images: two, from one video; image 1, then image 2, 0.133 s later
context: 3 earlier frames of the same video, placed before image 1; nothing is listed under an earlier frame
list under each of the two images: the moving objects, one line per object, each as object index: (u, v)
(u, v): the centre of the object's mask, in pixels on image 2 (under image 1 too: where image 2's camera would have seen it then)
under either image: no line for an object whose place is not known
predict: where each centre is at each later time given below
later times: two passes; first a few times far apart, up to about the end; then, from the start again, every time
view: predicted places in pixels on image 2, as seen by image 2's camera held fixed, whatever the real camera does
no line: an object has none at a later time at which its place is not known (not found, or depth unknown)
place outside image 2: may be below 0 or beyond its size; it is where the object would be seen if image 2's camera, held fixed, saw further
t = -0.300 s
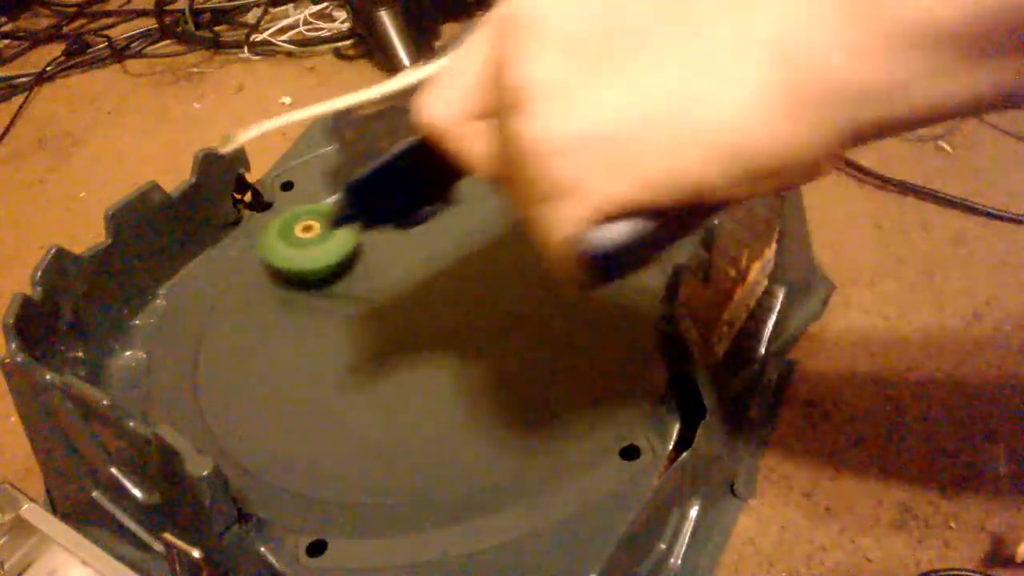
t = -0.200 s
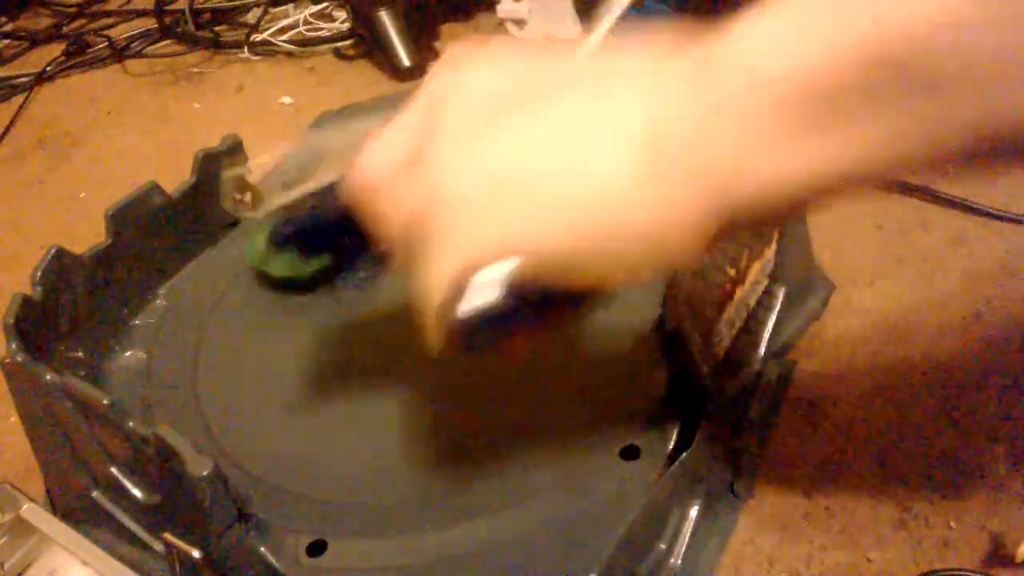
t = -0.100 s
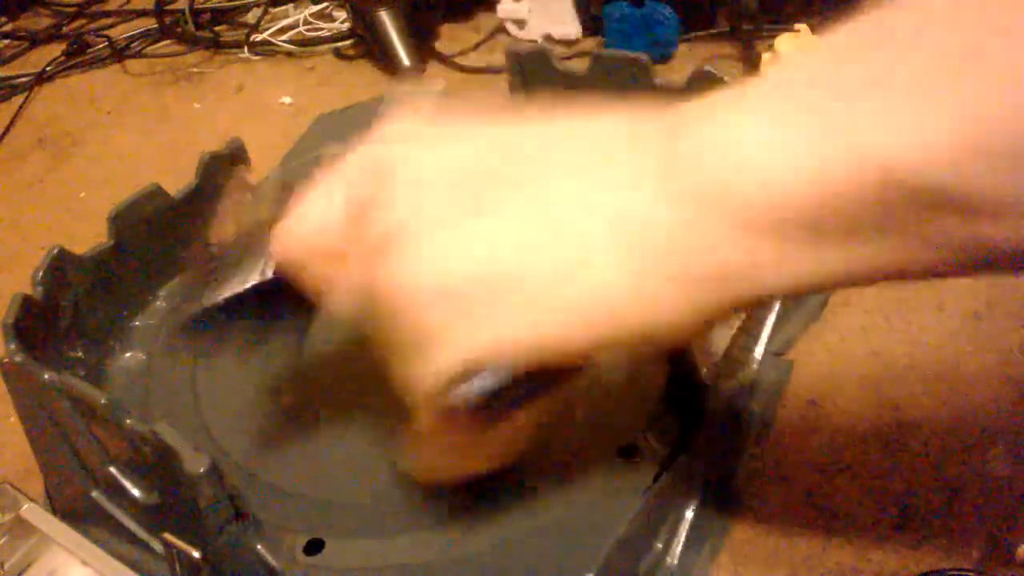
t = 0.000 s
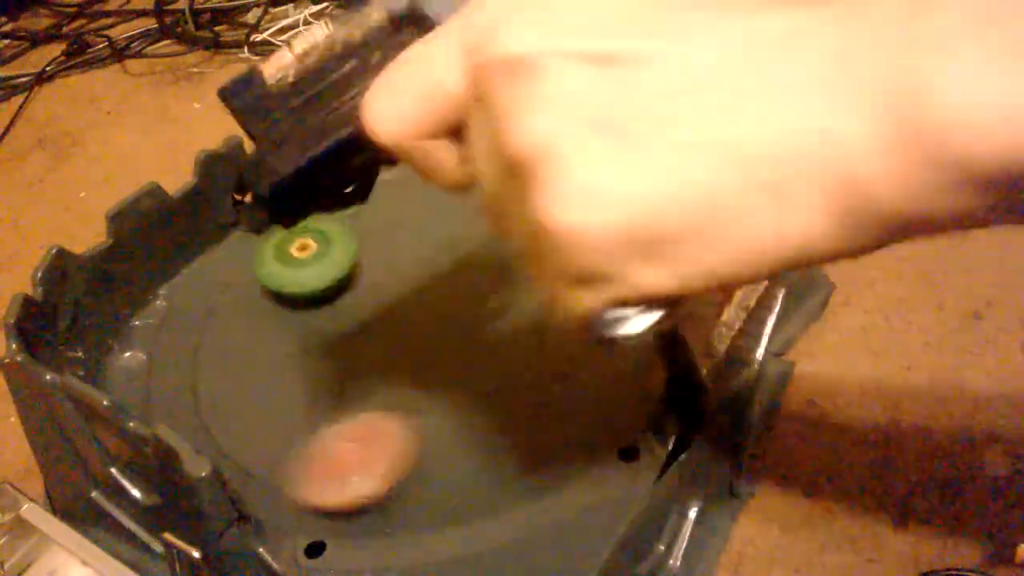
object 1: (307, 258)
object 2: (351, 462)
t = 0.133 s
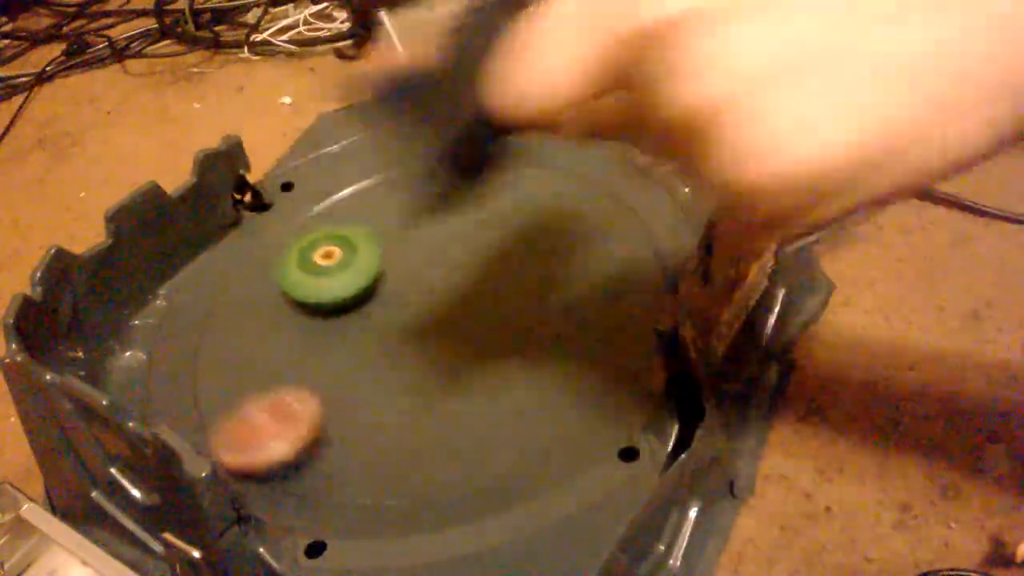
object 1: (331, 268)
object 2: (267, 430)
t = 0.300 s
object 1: (378, 268)
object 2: (242, 375)
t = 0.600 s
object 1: (446, 247)
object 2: (262, 309)
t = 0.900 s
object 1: (461, 235)
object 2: (313, 257)
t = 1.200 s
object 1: (443, 261)
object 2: (319, 220)
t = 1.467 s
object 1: (429, 297)
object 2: (324, 188)
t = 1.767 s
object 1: (450, 314)
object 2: (375, 196)
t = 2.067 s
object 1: (452, 294)
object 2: (438, 202)
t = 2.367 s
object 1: (379, 318)
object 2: (506, 201)
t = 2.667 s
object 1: (348, 309)
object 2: (530, 242)
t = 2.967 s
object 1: (324, 289)
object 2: (512, 308)
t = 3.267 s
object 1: (315, 266)
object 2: (457, 367)
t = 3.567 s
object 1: (331, 254)
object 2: (373, 391)
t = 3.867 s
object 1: (375, 249)
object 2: (307, 363)
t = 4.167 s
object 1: (428, 253)
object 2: (304, 294)
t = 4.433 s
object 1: (461, 258)
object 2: (321, 237)
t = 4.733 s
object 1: (472, 271)
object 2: (349, 194)
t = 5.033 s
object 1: (444, 294)
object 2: (383, 195)
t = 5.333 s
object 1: (425, 316)
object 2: (429, 227)
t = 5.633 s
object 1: (401, 337)
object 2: (460, 261)
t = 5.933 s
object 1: (362, 339)
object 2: (468, 299)
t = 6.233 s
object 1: (335, 301)
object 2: (446, 327)
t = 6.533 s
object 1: (329, 257)
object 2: (404, 331)
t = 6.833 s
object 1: (342, 223)
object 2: (379, 292)
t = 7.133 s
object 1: (357, 205)
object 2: (361, 275)
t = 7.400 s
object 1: (386, 209)
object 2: (356, 302)
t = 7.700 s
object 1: (431, 220)
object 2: (365, 351)
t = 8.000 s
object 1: (445, 273)
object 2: (381, 355)
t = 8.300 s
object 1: (477, 259)
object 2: (300, 406)
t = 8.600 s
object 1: (405, 295)
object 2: (296, 381)
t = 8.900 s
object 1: (398, 270)
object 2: (317, 331)
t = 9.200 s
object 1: (431, 223)
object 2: (358, 294)
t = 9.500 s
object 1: (510, 179)
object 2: (310, 332)
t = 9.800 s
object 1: (506, 221)
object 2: (311, 345)
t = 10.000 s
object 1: (469, 262)
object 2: (335, 329)
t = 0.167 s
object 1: (340, 269)
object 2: (257, 419)
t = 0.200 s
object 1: (348, 270)
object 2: (251, 407)
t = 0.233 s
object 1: (358, 270)
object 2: (246, 397)
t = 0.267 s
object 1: (368, 269)
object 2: (244, 385)
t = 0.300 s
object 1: (378, 268)
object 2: (242, 375)
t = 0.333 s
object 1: (387, 267)
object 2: (242, 366)
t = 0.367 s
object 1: (396, 265)
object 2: (241, 357)
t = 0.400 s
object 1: (405, 263)
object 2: (242, 349)
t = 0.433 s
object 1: (413, 261)
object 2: (243, 342)
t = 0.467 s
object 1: (422, 258)
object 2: (245, 334)
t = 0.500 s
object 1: (429, 255)
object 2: (248, 328)
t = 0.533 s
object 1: (435, 253)
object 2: (252, 322)
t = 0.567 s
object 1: (441, 250)
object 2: (256, 315)
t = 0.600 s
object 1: (446, 247)
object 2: (262, 309)
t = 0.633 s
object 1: (450, 244)
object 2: (268, 303)
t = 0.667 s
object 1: (453, 242)
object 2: (273, 297)
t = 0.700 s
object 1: (456, 240)
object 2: (280, 291)
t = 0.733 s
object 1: (459, 238)
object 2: (286, 285)
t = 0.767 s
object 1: (461, 236)
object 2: (292, 280)
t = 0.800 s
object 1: (461, 235)
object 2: (297, 274)
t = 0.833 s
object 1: (461, 235)
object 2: (303, 268)
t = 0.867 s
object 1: (462, 234)
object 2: (308, 263)
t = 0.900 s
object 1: (461, 235)
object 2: (313, 257)
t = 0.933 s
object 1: (460, 236)
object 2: (315, 252)
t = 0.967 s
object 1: (458, 237)
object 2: (318, 248)
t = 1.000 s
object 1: (456, 239)
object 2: (321, 244)
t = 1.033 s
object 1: (454, 241)
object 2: (322, 240)
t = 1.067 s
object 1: (452, 245)
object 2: (323, 236)
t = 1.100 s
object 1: (450, 249)
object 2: (323, 232)
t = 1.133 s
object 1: (448, 253)
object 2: (322, 228)
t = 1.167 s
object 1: (445, 257)
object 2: (321, 224)
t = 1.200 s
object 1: (443, 261)
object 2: (319, 220)
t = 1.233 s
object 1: (440, 265)
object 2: (318, 215)
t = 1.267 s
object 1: (438, 270)
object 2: (316, 210)
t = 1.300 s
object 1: (437, 274)
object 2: (315, 205)
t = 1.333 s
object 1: (435, 279)
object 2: (315, 198)
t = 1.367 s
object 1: (434, 283)
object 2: (315, 192)
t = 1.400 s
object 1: (432, 288)
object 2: (316, 187)
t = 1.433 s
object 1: (430, 292)
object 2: (319, 185)
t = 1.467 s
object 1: (429, 297)
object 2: (324, 188)
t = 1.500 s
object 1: (427, 301)
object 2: (328, 190)
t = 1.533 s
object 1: (427, 304)
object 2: (333, 193)
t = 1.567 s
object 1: (429, 307)
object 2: (338, 195)
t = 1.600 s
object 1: (432, 308)
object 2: (344, 197)
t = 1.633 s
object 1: (436, 308)
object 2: (349, 197)
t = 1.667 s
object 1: (441, 310)
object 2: (355, 198)
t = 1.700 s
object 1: (444, 311)
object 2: (362, 197)
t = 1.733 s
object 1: (447, 313)
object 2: (369, 197)
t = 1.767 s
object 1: (450, 314)
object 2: (375, 196)
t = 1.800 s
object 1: (453, 314)
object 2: (383, 196)
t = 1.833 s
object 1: (455, 314)
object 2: (390, 195)
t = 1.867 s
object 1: (457, 313)
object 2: (397, 195)
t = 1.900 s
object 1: (458, 312)
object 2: (403, 195)
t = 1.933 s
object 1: (458, 309)
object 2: (411, 196)
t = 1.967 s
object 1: (458, 306)
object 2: (417, 197)
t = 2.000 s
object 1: (458, 302)
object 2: (424, 198)
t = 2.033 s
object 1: (457, 298)
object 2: (431, 200)
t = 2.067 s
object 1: (452, 294)
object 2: (438, 202)
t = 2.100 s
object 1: (444, 290)
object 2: (444, 205)
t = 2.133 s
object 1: (436, 288)
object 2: (451, 207)
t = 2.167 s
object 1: (423, 293)
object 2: (460, 205)
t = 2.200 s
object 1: (407, 301)
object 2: (470, 199)
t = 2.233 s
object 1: (395, 308)
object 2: (480, 197)
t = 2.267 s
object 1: (388, 313)
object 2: (489, 196)
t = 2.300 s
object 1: (382, 316)
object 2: (495, 197)
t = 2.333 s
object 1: (380, 318)
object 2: (501, 199)
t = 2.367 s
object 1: (379, 318)
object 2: (506, 201)
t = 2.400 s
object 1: (377, 317)
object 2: (511, 204)
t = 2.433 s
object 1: (374, 316)
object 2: (516, 207)
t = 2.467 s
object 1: (371, 316)
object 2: (520, 211)
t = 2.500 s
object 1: (367, 315)
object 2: (523, 215)
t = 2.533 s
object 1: (364, 314)
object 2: (526, 219)
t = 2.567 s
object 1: (360, 312)
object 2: (528, 224)
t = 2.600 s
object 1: (356, 311)
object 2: (529, 229)
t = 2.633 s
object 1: (352, 310)
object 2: (529, 236)
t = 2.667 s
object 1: (348, 309)
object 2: (530, 242)
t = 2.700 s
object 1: (344, 308)
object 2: (530, 248)
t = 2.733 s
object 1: (341, 306)
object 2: (529, 255)
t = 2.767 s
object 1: (338, 304)
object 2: (528, 262)
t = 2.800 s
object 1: (336, 302)
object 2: (527, 269)
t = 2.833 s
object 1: (333, 300)
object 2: (525, 277)
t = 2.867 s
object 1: (331, 297)
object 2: (522, 284)
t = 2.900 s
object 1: (328, 295)
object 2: (520, 292)
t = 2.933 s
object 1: (326, 292)
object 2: (516, 300)
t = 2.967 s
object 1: (324, 289)
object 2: (512, 308)
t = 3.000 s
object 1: (323, 286)
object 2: (507, 315)
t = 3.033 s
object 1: (321, 283)
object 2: (503, 323)
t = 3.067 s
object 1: (319, 281)
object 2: (496, 329)
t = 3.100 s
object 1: (318, 278)
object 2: (491, 337)
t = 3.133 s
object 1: (317, 275)
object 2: (485, 344)
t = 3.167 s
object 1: (316, 273)
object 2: (478, 350)
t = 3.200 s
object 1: (316, 270)
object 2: (472, 356)
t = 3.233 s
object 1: (315, 268)
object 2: (465, 361)
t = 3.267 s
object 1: (315, 266)
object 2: (457, 367)
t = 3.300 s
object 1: (315, 264)
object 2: (448, 372)
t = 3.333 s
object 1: (316, 262)
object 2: (439, 376)
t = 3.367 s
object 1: (316, 261)
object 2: (431, 380)
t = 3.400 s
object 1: (317, 260)
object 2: (421, 383)
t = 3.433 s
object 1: (320, 258)
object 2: (412, 386)
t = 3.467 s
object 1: (322, 257)
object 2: (402, 388)
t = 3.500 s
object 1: (324, 256)
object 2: (392, 389)
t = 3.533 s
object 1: (327, 255)
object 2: (383, 390)
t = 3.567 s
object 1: (331, 254)
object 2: (373, 391)
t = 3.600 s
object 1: (336, 254)
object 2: (365, 390)
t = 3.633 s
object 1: (340, 253)
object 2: (355, 390)
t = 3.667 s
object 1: (345, 252)
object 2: (346, 389)
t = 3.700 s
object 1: (350, 252)
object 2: (338, 386)
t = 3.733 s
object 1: (356, 252)
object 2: (330, 383)
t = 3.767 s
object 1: (361, 251)
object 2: (324, 380)
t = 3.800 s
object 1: (366, 250)
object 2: (316, 375)
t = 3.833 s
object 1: (371, 250)
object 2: (311, 370)
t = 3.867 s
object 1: (375, 249)
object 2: (307, 363)
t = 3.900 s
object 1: (380, 250)
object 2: (303, 357)
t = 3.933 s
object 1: (387, 250)
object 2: (301, 350)
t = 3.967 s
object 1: (393, 250)
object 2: (300, 342)
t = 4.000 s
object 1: (398, 250)
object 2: (299, 333)
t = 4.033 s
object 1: (405, 251)
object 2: (300, 325)
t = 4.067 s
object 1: (410, 251)
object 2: (301, 317)
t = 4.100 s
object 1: (417, 252)
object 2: (302, 309)
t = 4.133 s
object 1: (422, 252)
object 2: (303, 301)
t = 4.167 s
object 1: (428, 253)
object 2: (304, 294)
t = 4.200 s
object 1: (433, 253)
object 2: (306, 286)
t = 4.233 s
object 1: (438, 254)
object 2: (308, 279)
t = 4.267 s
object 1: (442, 254)
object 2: (310, 271)
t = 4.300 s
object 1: (447, 255)
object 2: (312, 264)
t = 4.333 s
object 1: (451, 255)
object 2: (315, 257)
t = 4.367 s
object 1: (455, 255)
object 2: (316, 250)
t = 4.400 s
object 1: (458, 256)
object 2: (318, 243)
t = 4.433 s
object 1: (461, 258)
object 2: (321, 237)
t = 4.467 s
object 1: (463, 259)
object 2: (324, 230)
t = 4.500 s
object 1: (466, 260)
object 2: (327, 224)
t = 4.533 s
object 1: (468, 261)
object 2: (330, 219)
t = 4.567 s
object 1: (469, 262)
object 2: (332, 213)
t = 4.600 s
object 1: (470, 264)
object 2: (335, 209)
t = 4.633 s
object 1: (471, 266)
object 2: (339, 204)
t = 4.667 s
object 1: (473, 266)
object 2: (342, 201)
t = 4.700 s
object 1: (473, 268)
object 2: (345, 197)
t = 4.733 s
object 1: (472, 271)
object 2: (349, 194)
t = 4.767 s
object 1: (472, 273)
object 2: (352, 192)
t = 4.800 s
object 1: (470, 275)
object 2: (356, 190)
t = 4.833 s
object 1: (469, 277)
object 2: (360, 188)
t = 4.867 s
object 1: (465, 279)
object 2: (363, 187)
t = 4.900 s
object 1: (462, 282)
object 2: (367, 188)
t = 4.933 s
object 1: (459, 285)
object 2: (371, 189)
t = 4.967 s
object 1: (455, 289)
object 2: (375, 190)
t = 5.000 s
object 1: (450, 291)
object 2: (378, 192)
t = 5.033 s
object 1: (444, 294)
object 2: (383, 195)
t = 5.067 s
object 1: (438, 297)
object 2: (387, 199)
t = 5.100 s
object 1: (431, 301)
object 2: (392, 203)
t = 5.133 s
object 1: (426, 303)
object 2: (397, 207)
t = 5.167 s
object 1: (426, 303)
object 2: (401, 212)
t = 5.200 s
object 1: (426, 303)
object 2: (406, 218)
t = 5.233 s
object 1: (426, 304)
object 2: (411, 224)
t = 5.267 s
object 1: (427, 305)
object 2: (417, 229)
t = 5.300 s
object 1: (426, 311)
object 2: (423, 229)
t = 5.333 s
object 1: (425, 316)
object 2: (429, 227)
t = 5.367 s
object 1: (423, 320)
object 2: (434, 229)
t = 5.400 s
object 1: (422, 323)
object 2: (438, 232)
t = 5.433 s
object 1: (420, 325)
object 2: (442, 236)
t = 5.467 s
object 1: (418, 327)
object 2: (445, 240)
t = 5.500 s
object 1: (416, 329)
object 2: (448, 244)
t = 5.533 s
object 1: (413, 332)
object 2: (451, 249)
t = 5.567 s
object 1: (410, 333)
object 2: (454, 253)
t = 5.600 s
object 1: (406, 335)
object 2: (457, 257)
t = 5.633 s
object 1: (401, 337)
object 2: (460, 261)
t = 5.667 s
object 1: (397, 339)
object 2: (463, 265)
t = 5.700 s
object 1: (393, 340)
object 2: (465, 269)
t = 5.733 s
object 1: (388, 342)
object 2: (467, 273)
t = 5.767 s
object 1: (383, 343)
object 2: (469, 277)
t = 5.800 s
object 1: (378, 344)
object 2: (471, 281)
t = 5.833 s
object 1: (374, 344)
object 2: (471, 286)
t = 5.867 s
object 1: (370, 344)
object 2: (470, 290)
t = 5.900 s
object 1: (366, 342)
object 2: (469, 295)
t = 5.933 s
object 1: (362, 339)
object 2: (468, 299)
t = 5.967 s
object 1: (357, 337)
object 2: (468, 302)
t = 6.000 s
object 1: (354, 333)
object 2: (467, 306)
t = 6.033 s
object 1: (350, 330)
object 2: (465, 309)
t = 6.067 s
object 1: (347, 326)
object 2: (462, 313)
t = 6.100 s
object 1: (344, 321)
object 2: (460, 316)
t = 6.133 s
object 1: (342, 317)
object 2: (457, 319)
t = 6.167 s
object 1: (338, 312)
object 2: (454, 322)
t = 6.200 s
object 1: (336, 307)
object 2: (450, 325)
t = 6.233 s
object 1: (335, 301)
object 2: (446, 327)
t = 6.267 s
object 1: (333, 296)
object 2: (442, 329)
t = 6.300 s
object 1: (332, 291)
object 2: (438, 331)
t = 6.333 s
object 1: (330, 286)
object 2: (433, 332)
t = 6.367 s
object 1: (330, 281)
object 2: (428, 333)
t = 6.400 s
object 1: (330, 275)
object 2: (423, 333)
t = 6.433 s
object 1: (329, 271)
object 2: (418, 333)
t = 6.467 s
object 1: (329, 266)
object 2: (413, 333)
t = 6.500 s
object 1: (329, 261)
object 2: (408, 332)
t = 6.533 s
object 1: (329, 257)
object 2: (404, 331)
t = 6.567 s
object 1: (330, 252)
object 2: (400, 329)
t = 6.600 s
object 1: (331, 248)
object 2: (396, 326)
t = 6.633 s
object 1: (332, 245)
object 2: (392, 323)
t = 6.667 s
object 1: (333, 241)
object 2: (389, 320)
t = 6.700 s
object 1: (335, 237)
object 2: (386, 316)
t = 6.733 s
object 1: (337, 233)
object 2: (383, 310)
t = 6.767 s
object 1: (339, 230)
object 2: (382, 304)
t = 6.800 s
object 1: (340, 227)
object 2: (381, 298)
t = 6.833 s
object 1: (342, 223)
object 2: (379, 292)
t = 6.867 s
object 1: (344, 220)
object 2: (377, 287)
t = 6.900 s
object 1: (346, 217)
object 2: (374, 282)
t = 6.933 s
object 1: (348, 214)
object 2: (371, 278)
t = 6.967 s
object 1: (349, 210)
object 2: (368, 279)
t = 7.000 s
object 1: (352, 208)
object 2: (365, 280)
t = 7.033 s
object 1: (352, 206)
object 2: (363, 280)
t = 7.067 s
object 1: (355, 205)
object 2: (362, 278)
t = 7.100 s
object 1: (355, 204)
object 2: (362, 276)
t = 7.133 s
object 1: (357, 205)
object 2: (361, 275)
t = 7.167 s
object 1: (360, 205)
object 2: (360, 275)
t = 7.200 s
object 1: (363, 204)
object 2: (359, 278)
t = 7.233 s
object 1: (365, 206)
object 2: (360, 280)
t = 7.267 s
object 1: (367, 207)
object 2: (360, 281)
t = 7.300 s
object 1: (369, 209)
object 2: (362, 283)
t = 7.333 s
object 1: (373, 212)
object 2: (363, 284)
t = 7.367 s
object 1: (377, 214)
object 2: (363, 288)
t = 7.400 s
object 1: (386, 209)
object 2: (356, 302)
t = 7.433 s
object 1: (395, 205)
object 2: (350, 315)
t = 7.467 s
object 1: (401, 205)
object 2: (348, 323)
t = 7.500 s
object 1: (405, 205)
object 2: (350, 329)
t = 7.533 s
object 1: (410, 205)
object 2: (353, 335)
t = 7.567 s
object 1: (415, 206)
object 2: (356, 338)
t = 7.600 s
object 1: (418, 207)
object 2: (359, 341)
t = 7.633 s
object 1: (422, 210)
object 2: (361, 344)
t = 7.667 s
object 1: (427, 216)
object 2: (363, 348)
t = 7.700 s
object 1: (431, 220)
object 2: (365, 351)
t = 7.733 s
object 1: (434, 225)
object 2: (367, 353)
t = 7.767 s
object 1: (437, 230)
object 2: (368, 355)
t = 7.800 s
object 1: (439, 236)
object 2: (369, 357)
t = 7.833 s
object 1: (441, 242)
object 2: (371, 357)
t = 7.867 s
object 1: (443, 249)
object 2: (372, 358)
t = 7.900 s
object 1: (444, 255)
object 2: (374, 358)
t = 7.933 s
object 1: (446, 261)
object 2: (376, 357)
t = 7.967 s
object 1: (446, 267)
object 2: (378, 356)
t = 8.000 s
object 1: (445, 273)
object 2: (381, 355)
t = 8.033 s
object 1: (444, 278)
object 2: (383, 354)
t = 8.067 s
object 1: (447, 283)
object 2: (380, 357)
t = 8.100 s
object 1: (459, 275)
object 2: (358, 372)
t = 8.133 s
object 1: (470, 267)
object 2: (337, 386)
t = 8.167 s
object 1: (478, 261)
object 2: (322, 394)
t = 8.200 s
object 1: (482, 256)
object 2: (313, 399)
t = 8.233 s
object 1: (483, 255)
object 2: (308, 402)
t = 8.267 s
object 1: (481, 256)
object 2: (304, 404)
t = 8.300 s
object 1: (477, 259)
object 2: (300, 406)
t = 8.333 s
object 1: (471, 263)
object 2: (295, 407)
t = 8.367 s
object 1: (463, 268)
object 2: (292, 407)
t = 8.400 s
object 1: (455, 272)
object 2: (289, 406)
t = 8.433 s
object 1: (448, 276)
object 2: (287, 403)
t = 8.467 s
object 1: (439, 280)
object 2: (287, 401)
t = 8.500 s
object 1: (431, 285)
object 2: (287, 397)
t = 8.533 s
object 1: (422, 288)
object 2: (289, 392)
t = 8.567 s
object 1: (413, 292)
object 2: (291, 387)
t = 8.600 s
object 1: (405, 295)
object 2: (296, 381)
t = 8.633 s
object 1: (399, 297)
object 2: (301, 375)
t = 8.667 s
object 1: (391, 299)
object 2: (306, 368)
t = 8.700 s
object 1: (387, 300)
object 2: (311, 361)
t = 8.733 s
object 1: (390, 295)
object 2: (305, 359)
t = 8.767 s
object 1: (394, 288)
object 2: (301, 355)
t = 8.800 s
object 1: (396, 284)
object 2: (304, 349)
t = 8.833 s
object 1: (397, 279)
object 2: (309, 342)
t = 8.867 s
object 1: (397, 276)
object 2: (315, 336)
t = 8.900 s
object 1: (398, 270)
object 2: (317, 331)
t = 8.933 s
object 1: (402, 262)
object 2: (317, 328)
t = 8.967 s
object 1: (407, 256)
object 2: (322, 323)
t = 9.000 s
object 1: (410, 249)
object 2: (328, 318)
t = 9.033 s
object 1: (412, 245)
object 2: (335, 313)
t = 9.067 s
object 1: (413, 242)
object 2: (342, 307)
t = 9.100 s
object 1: (416, 237)
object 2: (349, 302)
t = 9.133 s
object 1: (420, 233)
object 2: (351, 300)
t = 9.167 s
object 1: (427, 226)
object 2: (353, 298)
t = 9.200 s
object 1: (431, 223)
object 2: (358, 294)
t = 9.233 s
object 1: (435, 220)
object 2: (365, 291)
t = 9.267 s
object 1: (438, 217)
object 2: (371, 287)
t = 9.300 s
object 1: (441, 216)
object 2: (377, 284)
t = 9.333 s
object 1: (444, 215)
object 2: (383, 282)
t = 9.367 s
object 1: (459, 206)
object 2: (369, 292)
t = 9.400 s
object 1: (477, 194)
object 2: (348, 308)
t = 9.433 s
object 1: (492, 184)
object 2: (330, 318)
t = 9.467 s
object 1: (502, 180)
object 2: (317, 327)
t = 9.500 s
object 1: (510, 179)
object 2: (310, 332)
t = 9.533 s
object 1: (513, 179)
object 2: (307, 335)
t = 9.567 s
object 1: (515, 181)
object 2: (307, 338)
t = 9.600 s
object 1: (515, 187)
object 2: (307, 341)
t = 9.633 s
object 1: (515, 190)
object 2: (306, 343)
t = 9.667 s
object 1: (514, 196)
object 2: (307, 345)
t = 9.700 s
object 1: (513, 201)
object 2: (307, 346)
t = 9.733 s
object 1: (511, 207)
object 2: (308, 346)
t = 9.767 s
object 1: (508, 215)
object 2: (309, 345)
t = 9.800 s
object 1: (506, 221)
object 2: (311, 345)
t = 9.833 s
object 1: (501, 229)
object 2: (313, 343)
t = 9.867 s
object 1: (496, 236)
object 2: (317, 342)
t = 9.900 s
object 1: (491, 242)
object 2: (320, 339)
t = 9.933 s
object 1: (483, 250)
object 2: (324, 336)
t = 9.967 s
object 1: (475, 257)
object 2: (330, 332)
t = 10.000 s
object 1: (469, 262)
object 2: (335, 329)
